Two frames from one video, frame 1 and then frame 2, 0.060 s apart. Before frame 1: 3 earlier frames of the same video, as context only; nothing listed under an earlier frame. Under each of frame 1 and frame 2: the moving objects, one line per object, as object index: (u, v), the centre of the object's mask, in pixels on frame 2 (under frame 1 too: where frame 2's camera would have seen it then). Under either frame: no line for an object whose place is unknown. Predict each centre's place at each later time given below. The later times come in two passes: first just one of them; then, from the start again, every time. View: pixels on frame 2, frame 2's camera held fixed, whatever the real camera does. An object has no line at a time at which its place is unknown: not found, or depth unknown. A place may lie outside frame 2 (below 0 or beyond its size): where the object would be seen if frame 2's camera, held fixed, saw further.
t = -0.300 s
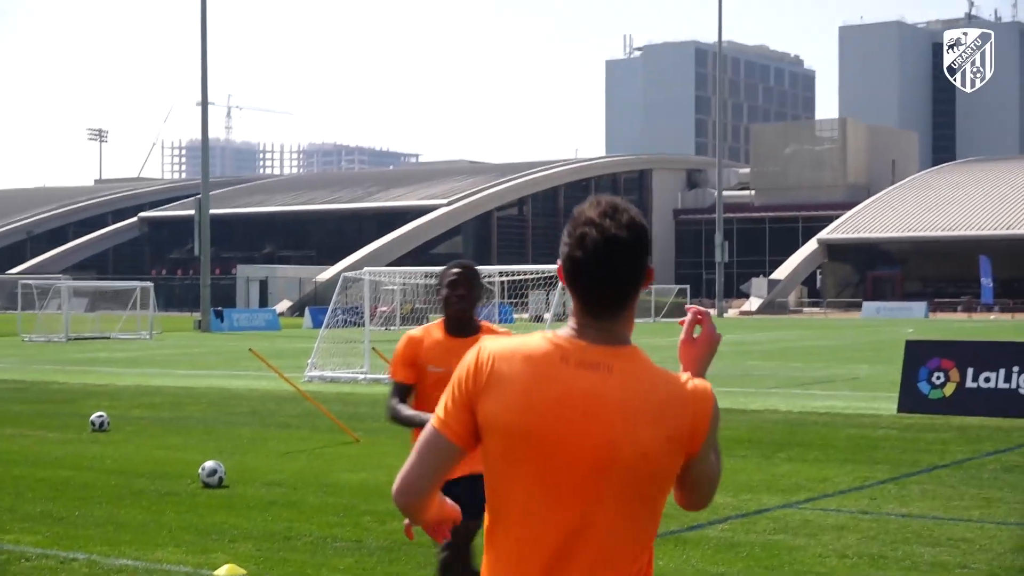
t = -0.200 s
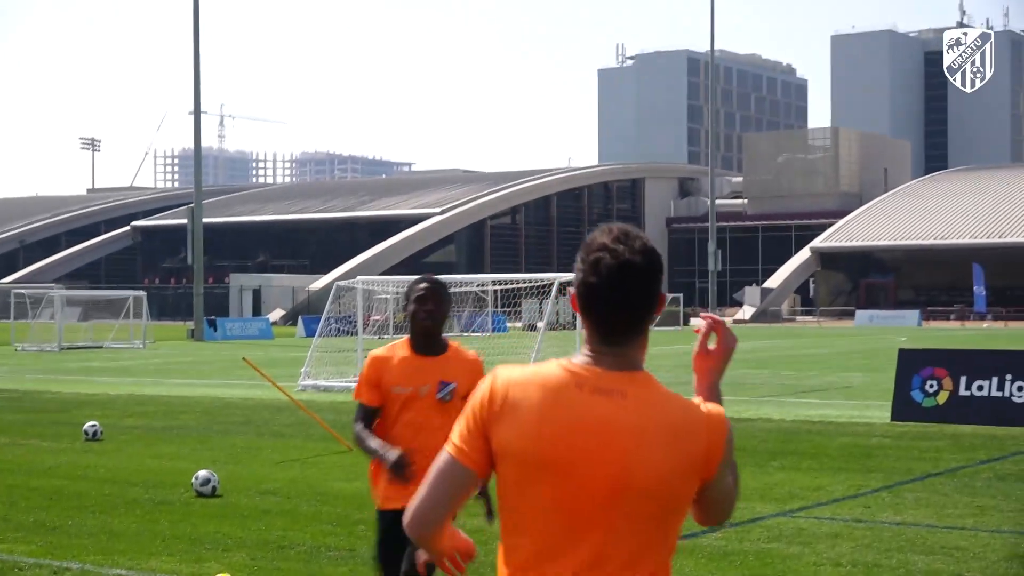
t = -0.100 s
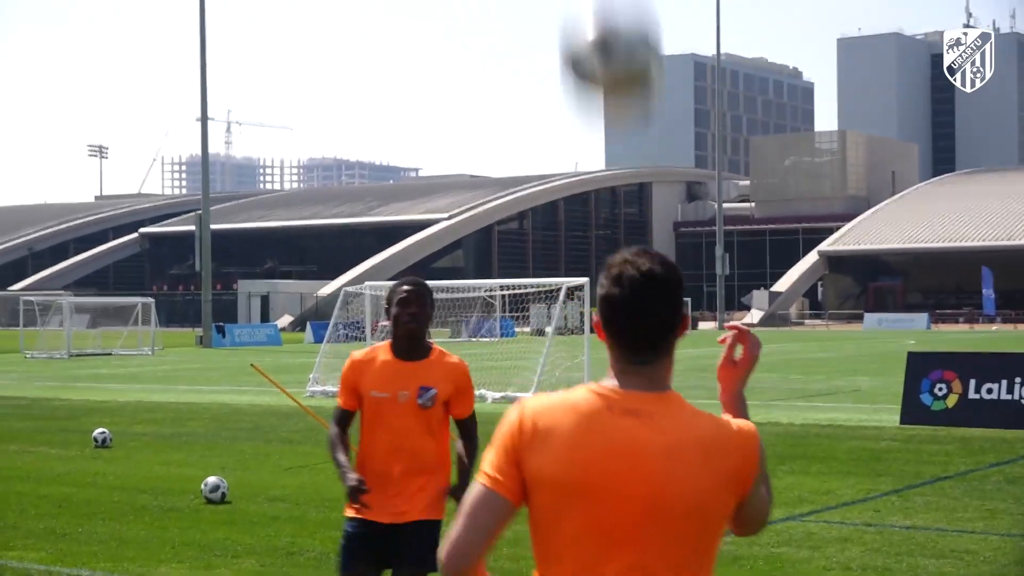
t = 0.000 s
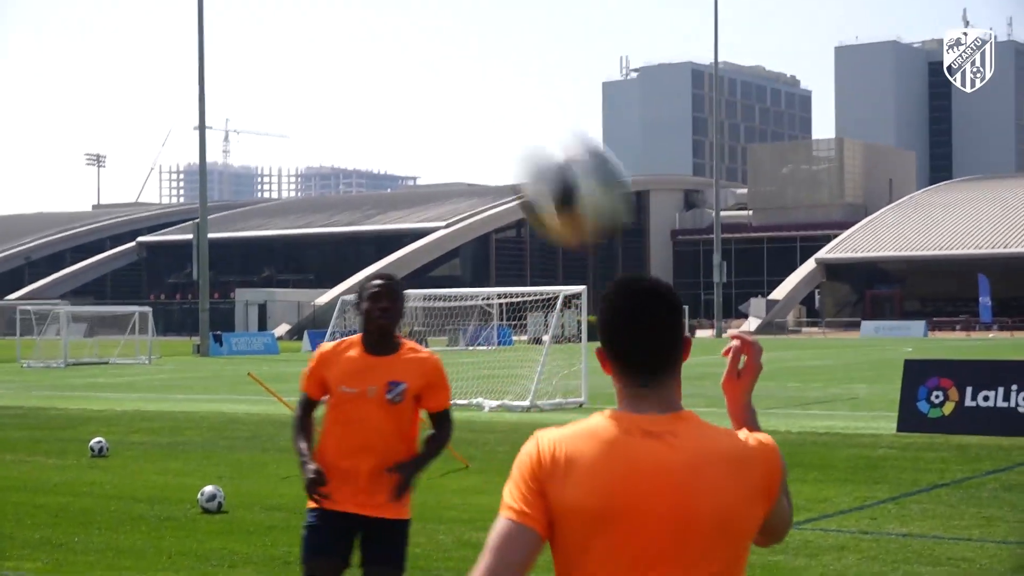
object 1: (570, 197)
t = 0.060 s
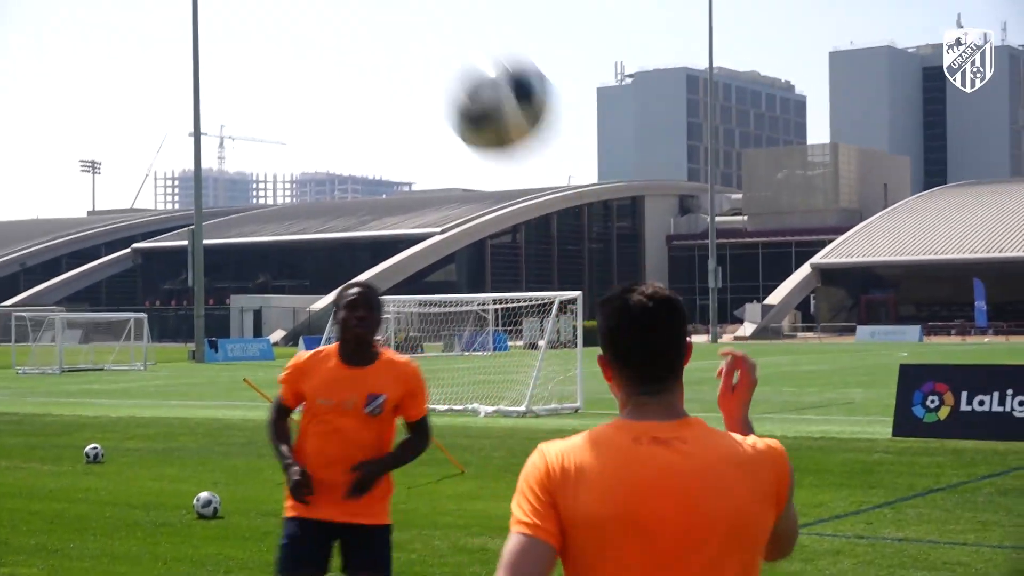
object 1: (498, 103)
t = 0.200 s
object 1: (360, 12)
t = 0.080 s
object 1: (478, 80)
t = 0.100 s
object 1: (458, 58)
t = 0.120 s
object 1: (440, 41)
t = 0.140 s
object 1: (419, 30)
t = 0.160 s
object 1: (400, 22)
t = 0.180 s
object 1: (380, 16)
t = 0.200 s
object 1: (360, 12)
